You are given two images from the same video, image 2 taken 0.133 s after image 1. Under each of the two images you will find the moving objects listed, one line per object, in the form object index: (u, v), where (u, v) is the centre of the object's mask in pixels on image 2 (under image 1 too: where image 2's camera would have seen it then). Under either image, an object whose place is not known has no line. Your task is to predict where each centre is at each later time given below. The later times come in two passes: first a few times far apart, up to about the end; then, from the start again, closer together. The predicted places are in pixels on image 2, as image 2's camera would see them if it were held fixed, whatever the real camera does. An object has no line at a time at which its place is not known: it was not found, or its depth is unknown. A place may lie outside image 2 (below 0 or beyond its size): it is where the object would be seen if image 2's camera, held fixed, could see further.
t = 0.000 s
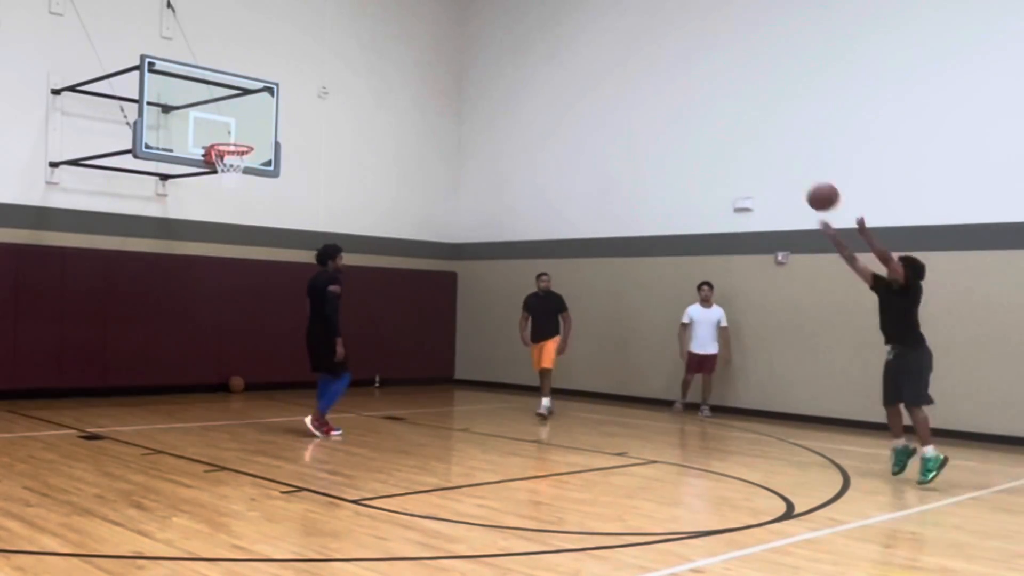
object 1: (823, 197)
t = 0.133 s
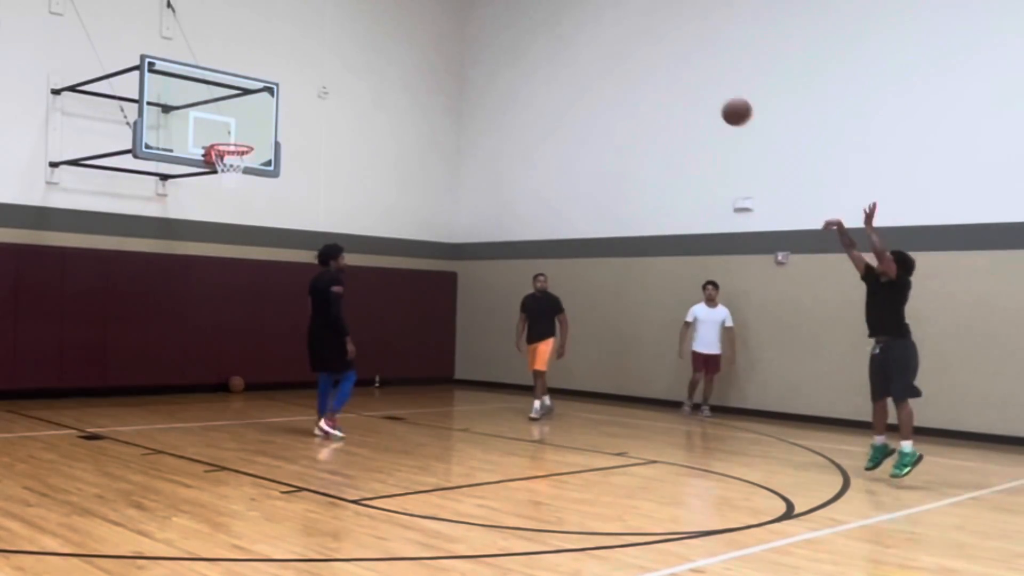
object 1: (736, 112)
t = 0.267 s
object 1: (656, 52)
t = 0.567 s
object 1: (495, 5)
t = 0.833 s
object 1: (370, 31)
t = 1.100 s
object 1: (260, 121)
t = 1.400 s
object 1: (231, 148)
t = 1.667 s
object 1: (234, 186)
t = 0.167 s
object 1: (716, 94)
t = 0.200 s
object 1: (695, 79)
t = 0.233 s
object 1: (676, 65)
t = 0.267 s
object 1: (656, 52)
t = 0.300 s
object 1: (637, 41)
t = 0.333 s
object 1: (618, 31)
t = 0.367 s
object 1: (600, 23)
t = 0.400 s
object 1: (582, 15)
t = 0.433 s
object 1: (564, 11)
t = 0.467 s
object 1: (546, 8)
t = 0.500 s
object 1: (529, 7)
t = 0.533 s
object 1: (511, 6)
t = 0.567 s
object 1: (495, 5)
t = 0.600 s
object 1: (478, 6)
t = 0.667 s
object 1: (446, 7)
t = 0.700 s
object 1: (431, 9)
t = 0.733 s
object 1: (415, 12)
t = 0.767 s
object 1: (399, 17)
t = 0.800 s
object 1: (385, 23)
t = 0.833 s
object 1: (370, 31)
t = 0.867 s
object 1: (355, 39)
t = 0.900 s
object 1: (341, 48)
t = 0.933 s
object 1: (327, 58)
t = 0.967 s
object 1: (313, 68)
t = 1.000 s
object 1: (300, 80)
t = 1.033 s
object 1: (287, 93)
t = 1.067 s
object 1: (273, 106)
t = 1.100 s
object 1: (260, 121)
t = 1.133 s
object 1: (247, 135)
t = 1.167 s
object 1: (239, 139)
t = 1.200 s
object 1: (231, 139)
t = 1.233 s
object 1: (222, 149)
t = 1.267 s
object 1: (225, 148)
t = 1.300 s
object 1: (232, 147)
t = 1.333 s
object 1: (239, 147)
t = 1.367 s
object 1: (238, 147)
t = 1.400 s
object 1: (231, 148)
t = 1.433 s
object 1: (226, 150)
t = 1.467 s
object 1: (221, 152)
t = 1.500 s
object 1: (223, 153)
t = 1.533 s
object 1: (224, 160)
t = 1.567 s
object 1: (226, 163)
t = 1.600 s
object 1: (231, 172)
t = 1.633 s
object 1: (233, 177)
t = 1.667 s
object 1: (234, 186)
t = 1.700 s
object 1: (236, 193)
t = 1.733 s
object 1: (238, 201)
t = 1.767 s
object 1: (239, 211)
